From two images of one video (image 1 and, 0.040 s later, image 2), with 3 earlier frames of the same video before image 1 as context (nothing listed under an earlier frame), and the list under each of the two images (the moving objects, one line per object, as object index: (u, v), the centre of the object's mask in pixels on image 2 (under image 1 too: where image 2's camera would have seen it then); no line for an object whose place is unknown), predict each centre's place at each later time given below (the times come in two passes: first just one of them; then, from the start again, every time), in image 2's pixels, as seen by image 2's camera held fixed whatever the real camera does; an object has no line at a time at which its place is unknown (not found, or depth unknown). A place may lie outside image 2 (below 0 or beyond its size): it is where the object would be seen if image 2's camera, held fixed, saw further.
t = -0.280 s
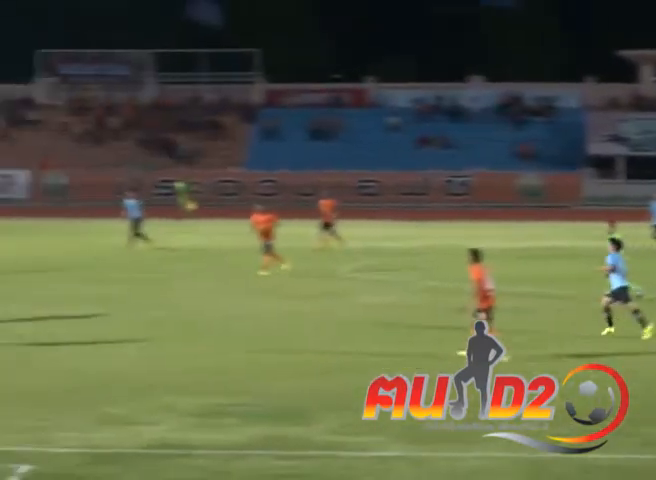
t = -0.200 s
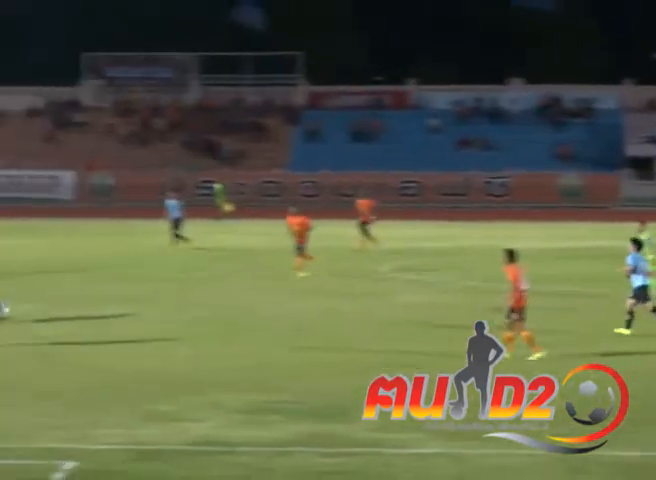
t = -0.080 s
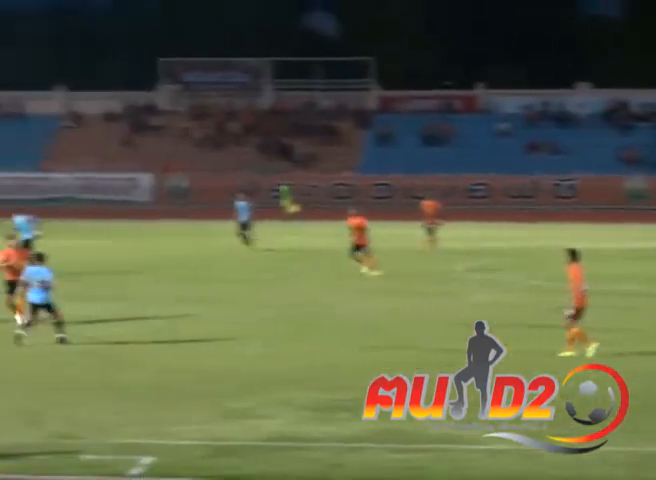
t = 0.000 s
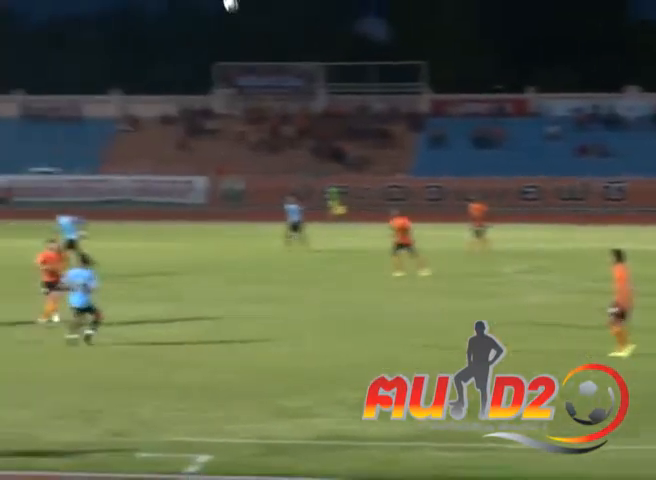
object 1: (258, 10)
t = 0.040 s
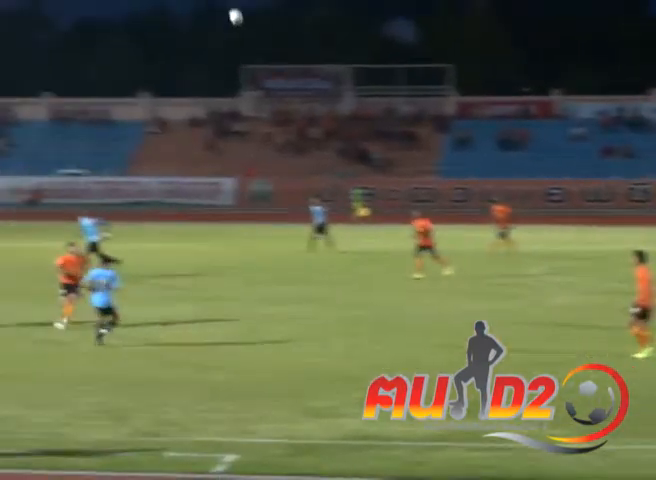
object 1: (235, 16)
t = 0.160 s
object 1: (168, 45)
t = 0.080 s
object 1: (212, 26)
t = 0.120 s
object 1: (190, 36)
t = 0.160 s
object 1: (168, 45)
